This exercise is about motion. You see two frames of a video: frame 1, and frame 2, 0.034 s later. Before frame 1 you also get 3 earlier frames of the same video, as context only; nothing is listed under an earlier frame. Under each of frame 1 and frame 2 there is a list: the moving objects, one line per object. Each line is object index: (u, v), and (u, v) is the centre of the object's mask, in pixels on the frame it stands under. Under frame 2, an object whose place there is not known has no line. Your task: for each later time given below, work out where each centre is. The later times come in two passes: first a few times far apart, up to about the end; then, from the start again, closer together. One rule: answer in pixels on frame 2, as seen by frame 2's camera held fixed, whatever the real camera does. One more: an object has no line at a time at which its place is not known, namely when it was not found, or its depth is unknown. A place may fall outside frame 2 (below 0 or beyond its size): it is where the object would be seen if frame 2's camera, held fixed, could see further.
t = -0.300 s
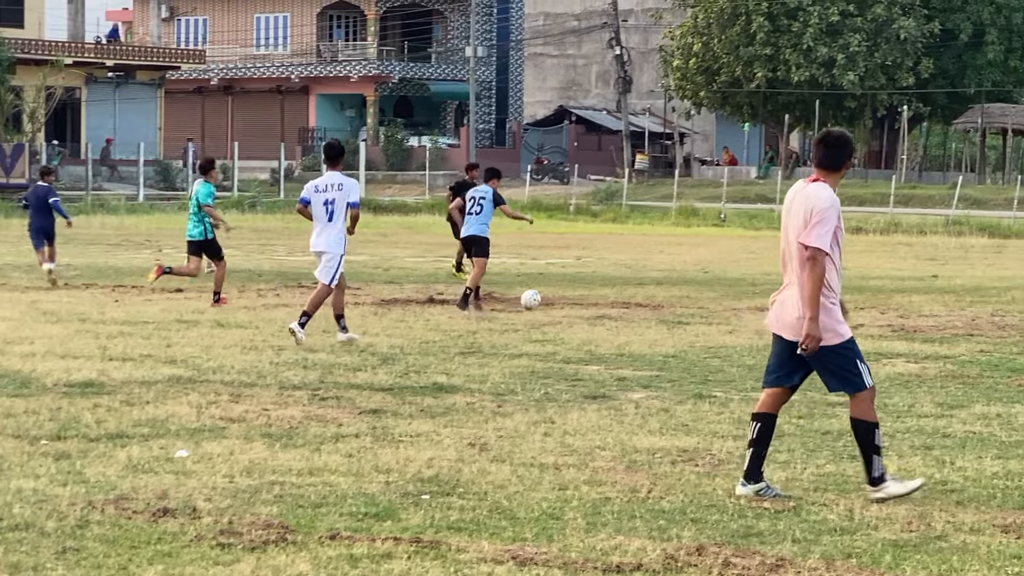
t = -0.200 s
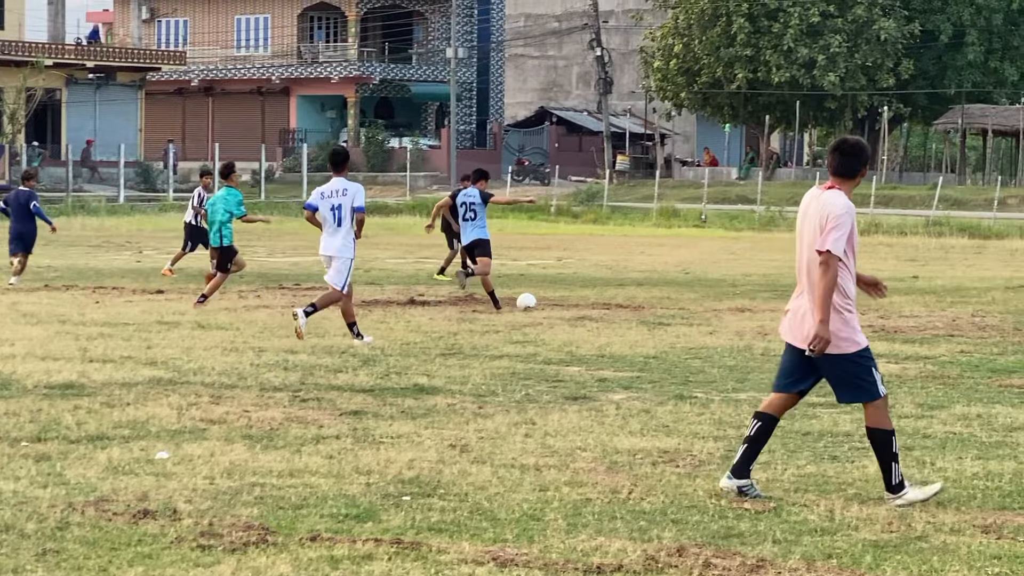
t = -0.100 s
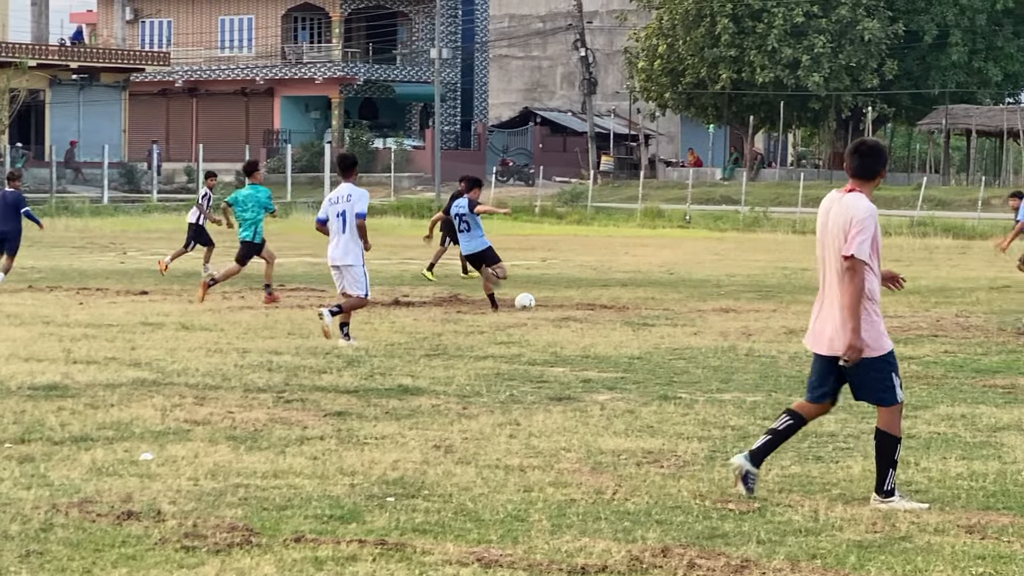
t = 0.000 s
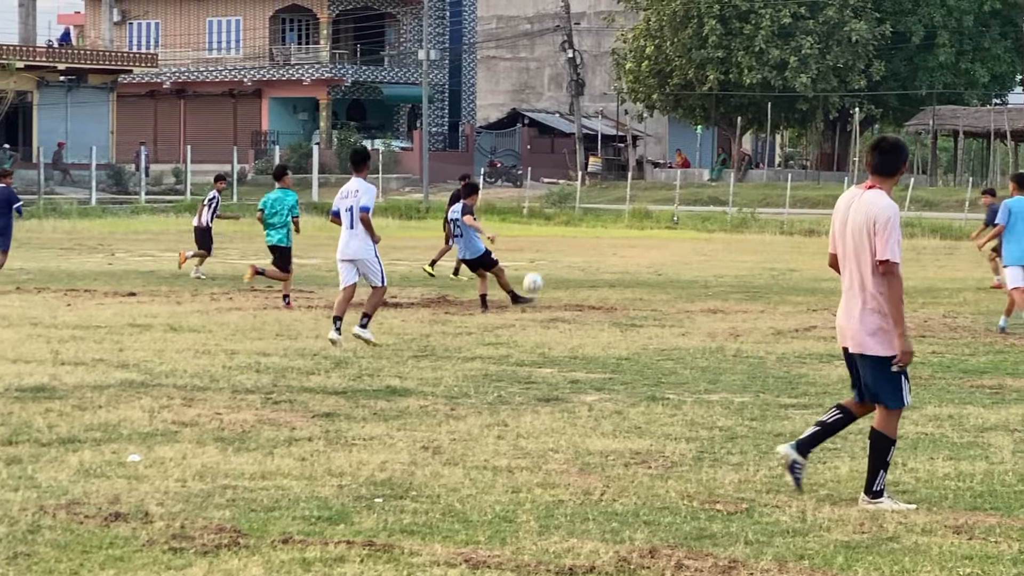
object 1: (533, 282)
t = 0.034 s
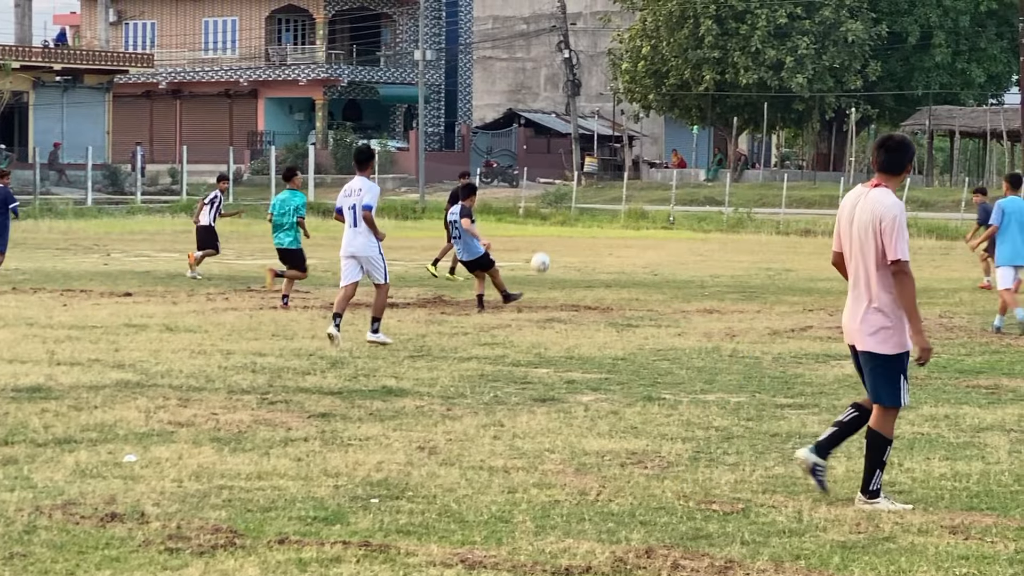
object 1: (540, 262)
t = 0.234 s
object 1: (596, 172)
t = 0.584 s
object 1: (655, 121)
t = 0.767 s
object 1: (674, 132)
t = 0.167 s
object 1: (580, 196)
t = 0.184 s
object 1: (584, 190)
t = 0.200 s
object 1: (588, 183)
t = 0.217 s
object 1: (592, 178)
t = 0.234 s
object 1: (596, 172)
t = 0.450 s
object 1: (637, 128)
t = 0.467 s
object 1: (639, 127)
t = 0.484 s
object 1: (642, 125)
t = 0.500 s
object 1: (645, 123)
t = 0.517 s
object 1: (647, 122)
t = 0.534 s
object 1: (649, 121)
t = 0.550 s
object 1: (651, 122)
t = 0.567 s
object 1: (653, 121)
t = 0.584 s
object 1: (655, 121)
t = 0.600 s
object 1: (657, 121)
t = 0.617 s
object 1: (659, 122)
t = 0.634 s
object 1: (661, 122)
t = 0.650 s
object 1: (663, 123)
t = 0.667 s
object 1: (664, 124)
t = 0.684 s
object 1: (666, 124)
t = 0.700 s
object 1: (668, 126)
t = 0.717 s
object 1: (670, 127)
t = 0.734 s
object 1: (671, 129)
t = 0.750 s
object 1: (673, 130)
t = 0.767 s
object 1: (674, 132)
